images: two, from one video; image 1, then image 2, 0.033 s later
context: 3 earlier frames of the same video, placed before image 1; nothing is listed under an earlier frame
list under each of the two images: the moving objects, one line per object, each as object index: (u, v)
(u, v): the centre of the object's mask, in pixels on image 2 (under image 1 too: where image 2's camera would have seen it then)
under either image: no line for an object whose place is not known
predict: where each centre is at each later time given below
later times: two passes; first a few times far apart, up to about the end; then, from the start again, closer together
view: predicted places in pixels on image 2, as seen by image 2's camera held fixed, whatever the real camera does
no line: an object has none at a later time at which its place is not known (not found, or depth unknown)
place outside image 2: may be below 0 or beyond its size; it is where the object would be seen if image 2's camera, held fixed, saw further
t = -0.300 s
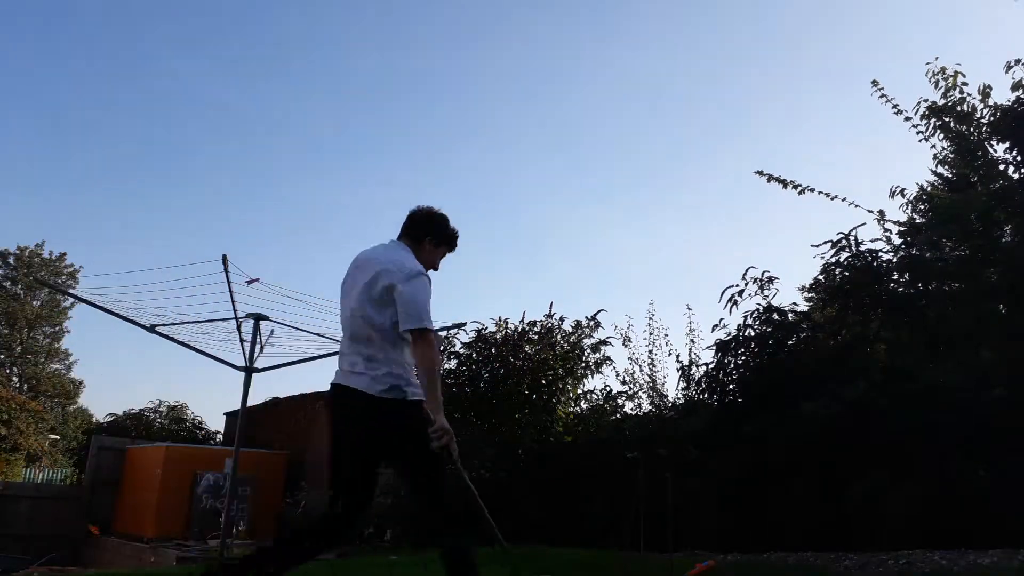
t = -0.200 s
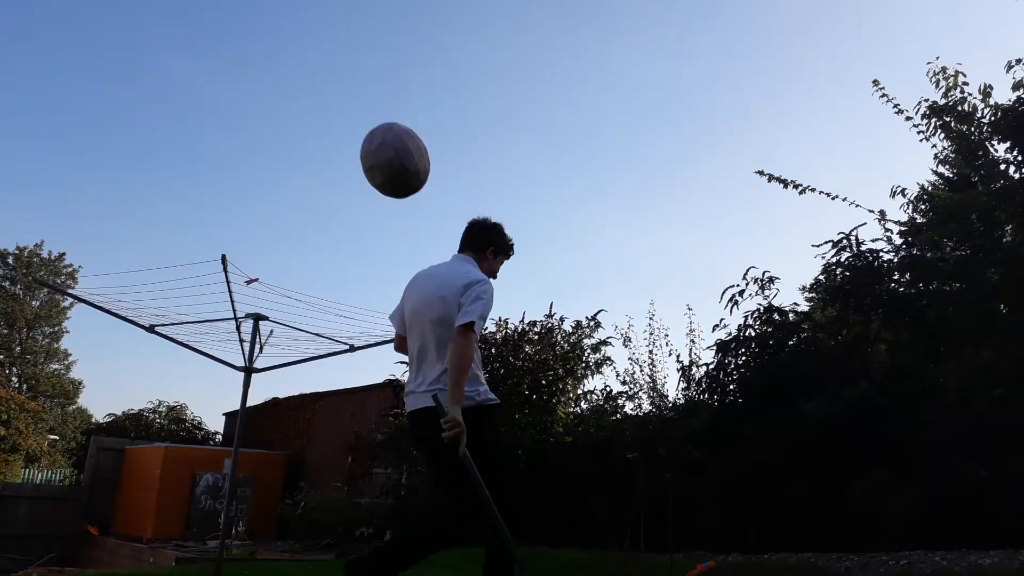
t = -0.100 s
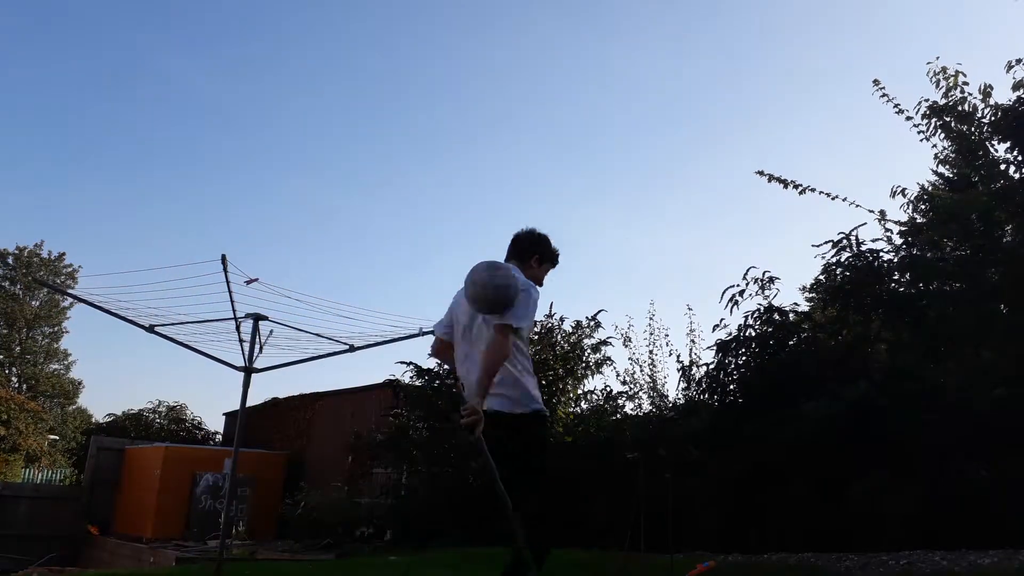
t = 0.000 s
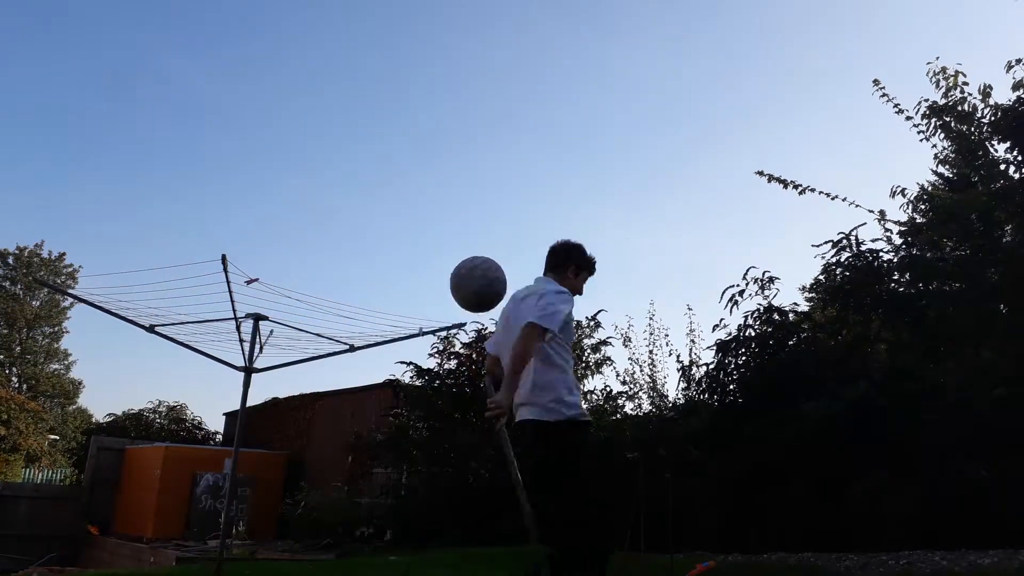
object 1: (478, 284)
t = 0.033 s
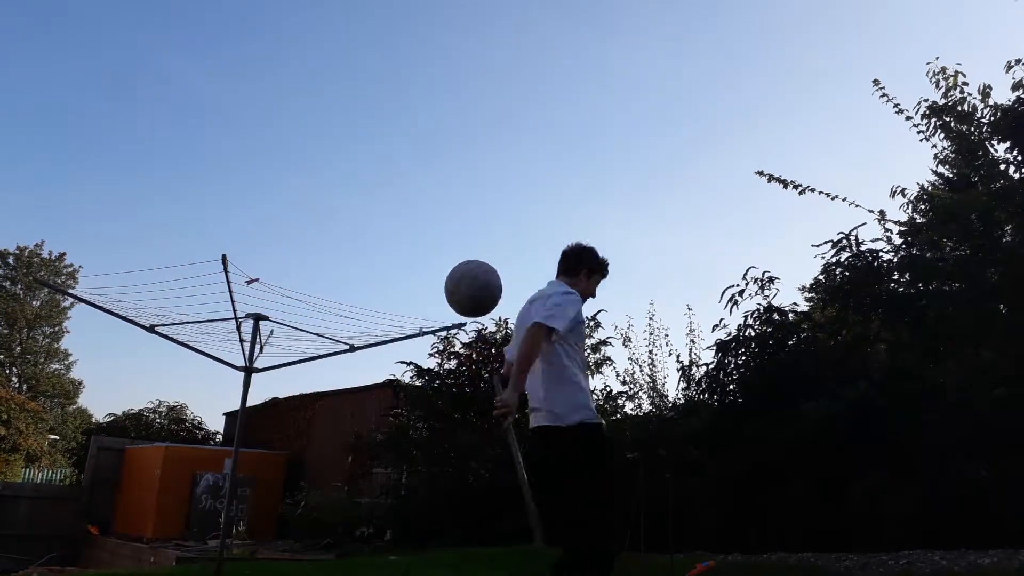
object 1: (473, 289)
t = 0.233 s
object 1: (433, 386)
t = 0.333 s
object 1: (402, 503)
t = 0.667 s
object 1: (326, 541)
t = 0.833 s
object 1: (281, 560)
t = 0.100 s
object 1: (462, 307)
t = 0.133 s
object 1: (456, 321)
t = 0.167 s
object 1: (449, 338)
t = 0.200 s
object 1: (441, 360)
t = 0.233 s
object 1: (433, 386)
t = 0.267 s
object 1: (424, 418)
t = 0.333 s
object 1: (402, 503)
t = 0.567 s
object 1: (346, 555)
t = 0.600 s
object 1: (341, 549)
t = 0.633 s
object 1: (333, 544)
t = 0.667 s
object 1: (326, 541)
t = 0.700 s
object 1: (318, 540)
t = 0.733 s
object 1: (310, 542)
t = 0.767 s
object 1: (300, 546)
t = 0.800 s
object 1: (291, 553)
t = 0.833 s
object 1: (281, 560)
